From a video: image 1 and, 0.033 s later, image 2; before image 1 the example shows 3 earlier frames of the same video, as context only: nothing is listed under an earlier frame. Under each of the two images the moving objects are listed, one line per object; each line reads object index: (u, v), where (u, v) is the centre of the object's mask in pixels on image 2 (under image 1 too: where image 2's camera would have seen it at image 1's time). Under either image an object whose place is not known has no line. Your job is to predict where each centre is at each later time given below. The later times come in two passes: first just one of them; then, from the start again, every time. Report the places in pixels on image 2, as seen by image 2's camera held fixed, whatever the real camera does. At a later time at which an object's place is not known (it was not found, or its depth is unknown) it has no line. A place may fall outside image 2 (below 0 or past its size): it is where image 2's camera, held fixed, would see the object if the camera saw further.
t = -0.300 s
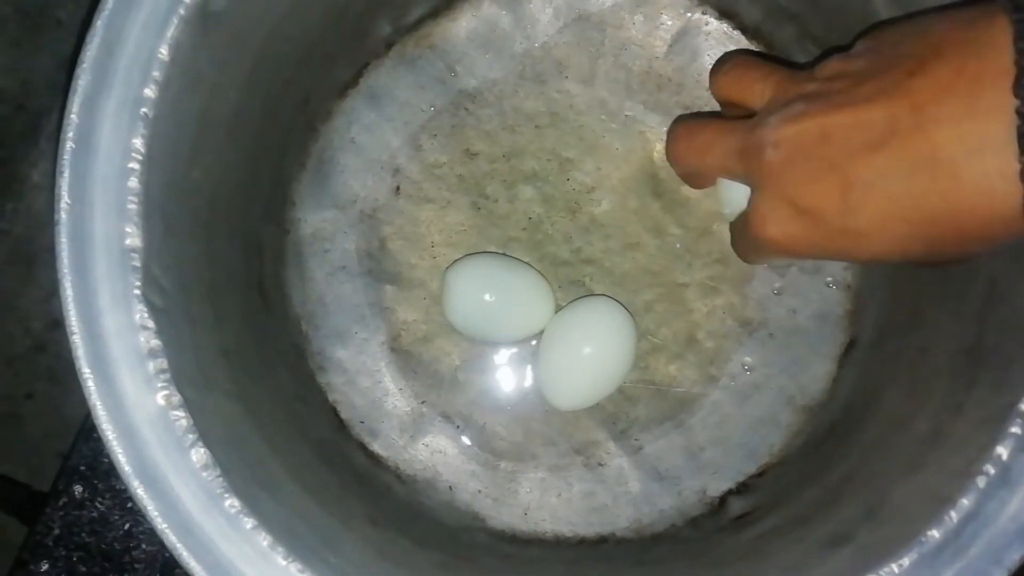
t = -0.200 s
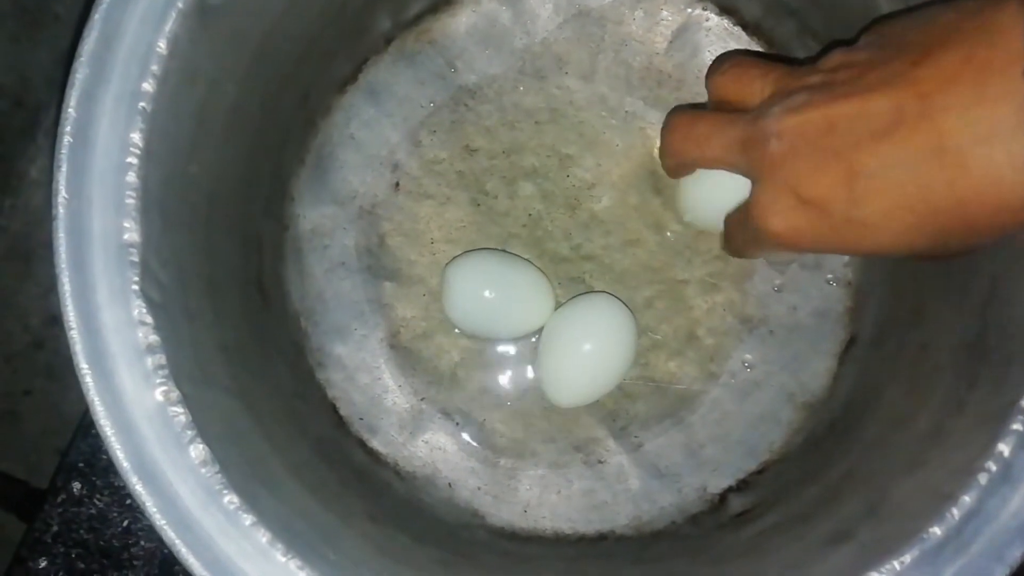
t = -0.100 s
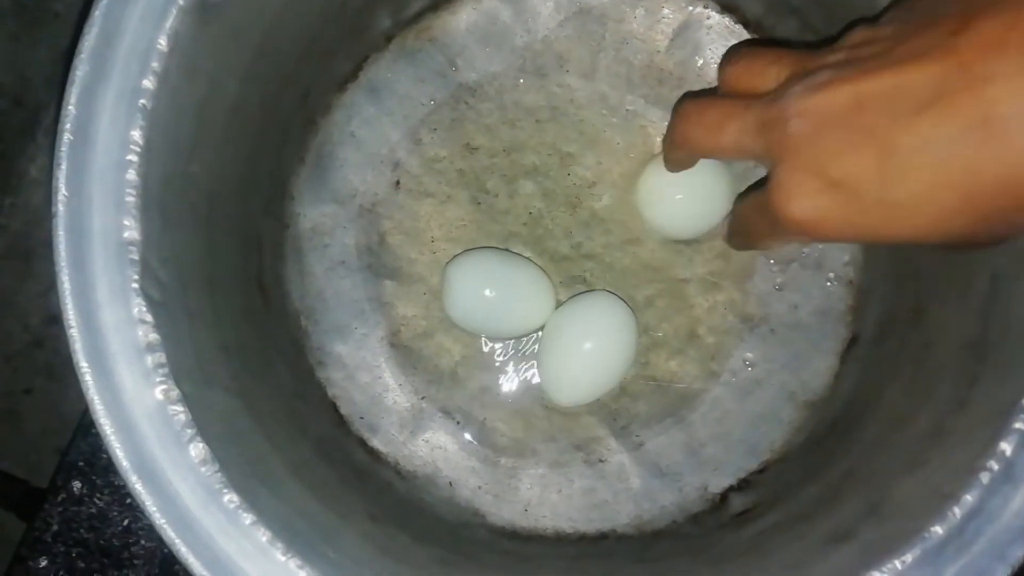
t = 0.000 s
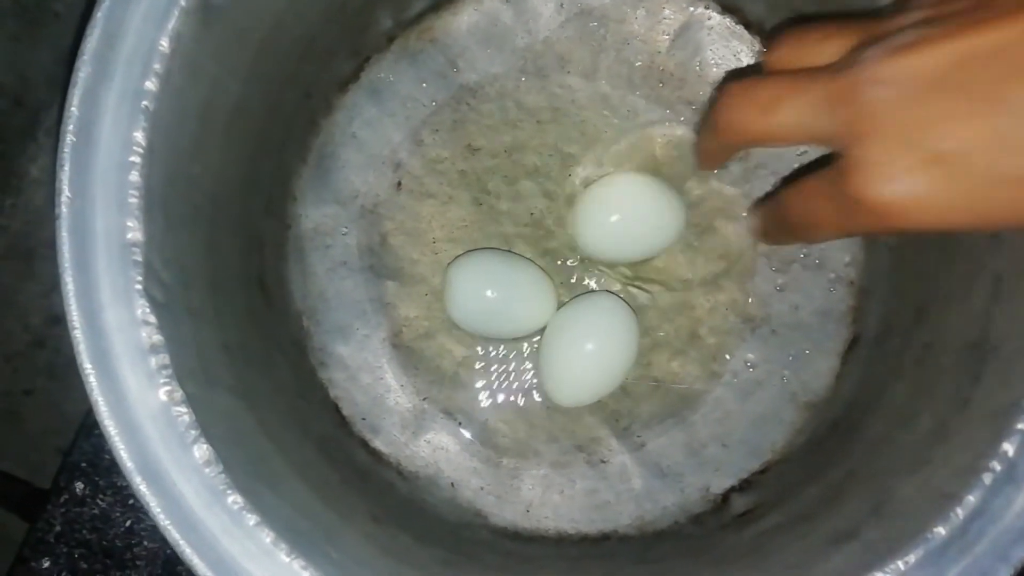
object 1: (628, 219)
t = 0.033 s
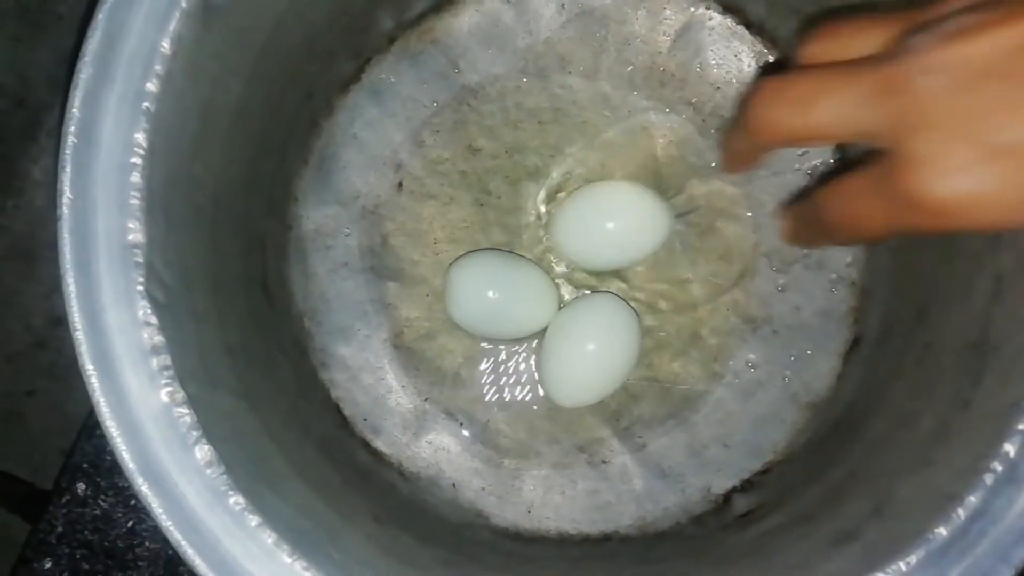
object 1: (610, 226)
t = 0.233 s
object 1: (546, 222)
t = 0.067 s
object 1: (590, 232)
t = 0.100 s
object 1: (573, 238)
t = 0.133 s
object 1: (563, 236)
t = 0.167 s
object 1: (555, 233)
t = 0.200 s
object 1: (550, 230)
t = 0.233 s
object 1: (546, 222)
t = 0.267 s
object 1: (544, 215)
